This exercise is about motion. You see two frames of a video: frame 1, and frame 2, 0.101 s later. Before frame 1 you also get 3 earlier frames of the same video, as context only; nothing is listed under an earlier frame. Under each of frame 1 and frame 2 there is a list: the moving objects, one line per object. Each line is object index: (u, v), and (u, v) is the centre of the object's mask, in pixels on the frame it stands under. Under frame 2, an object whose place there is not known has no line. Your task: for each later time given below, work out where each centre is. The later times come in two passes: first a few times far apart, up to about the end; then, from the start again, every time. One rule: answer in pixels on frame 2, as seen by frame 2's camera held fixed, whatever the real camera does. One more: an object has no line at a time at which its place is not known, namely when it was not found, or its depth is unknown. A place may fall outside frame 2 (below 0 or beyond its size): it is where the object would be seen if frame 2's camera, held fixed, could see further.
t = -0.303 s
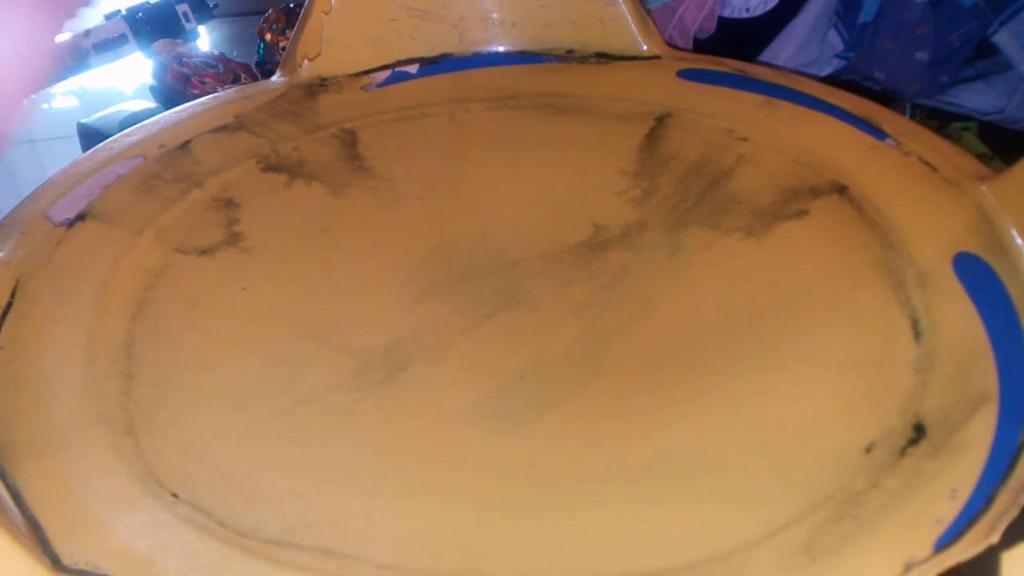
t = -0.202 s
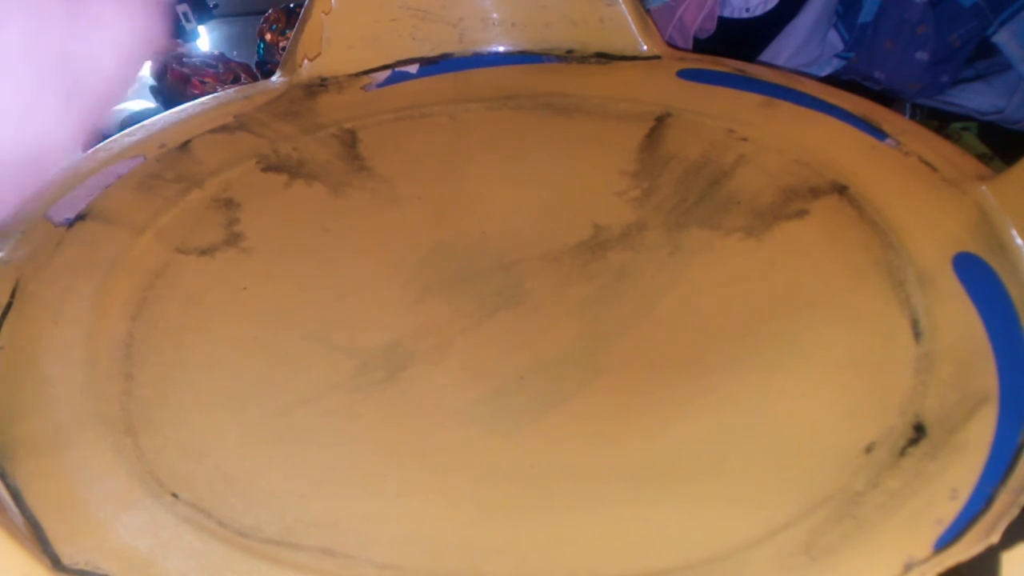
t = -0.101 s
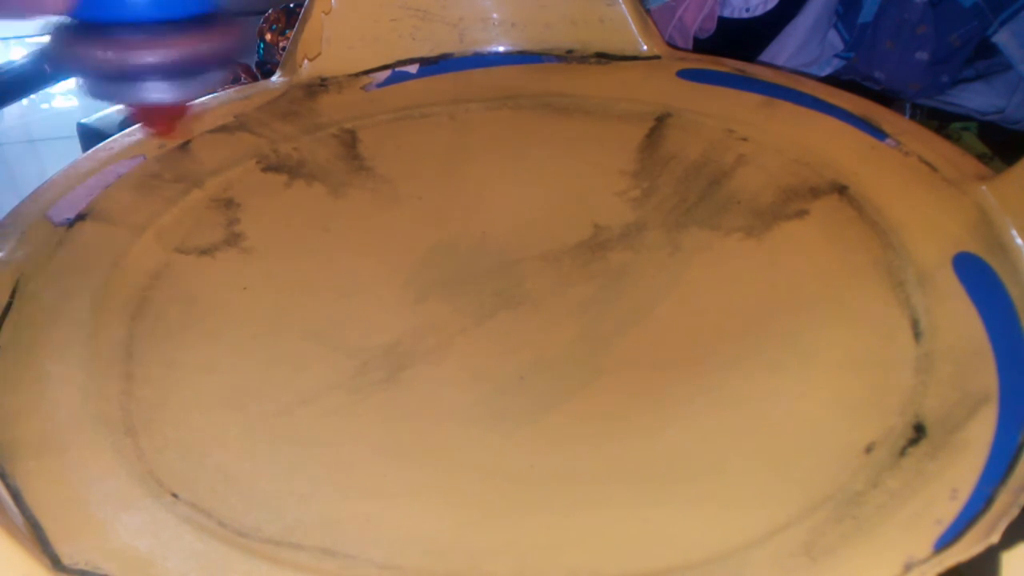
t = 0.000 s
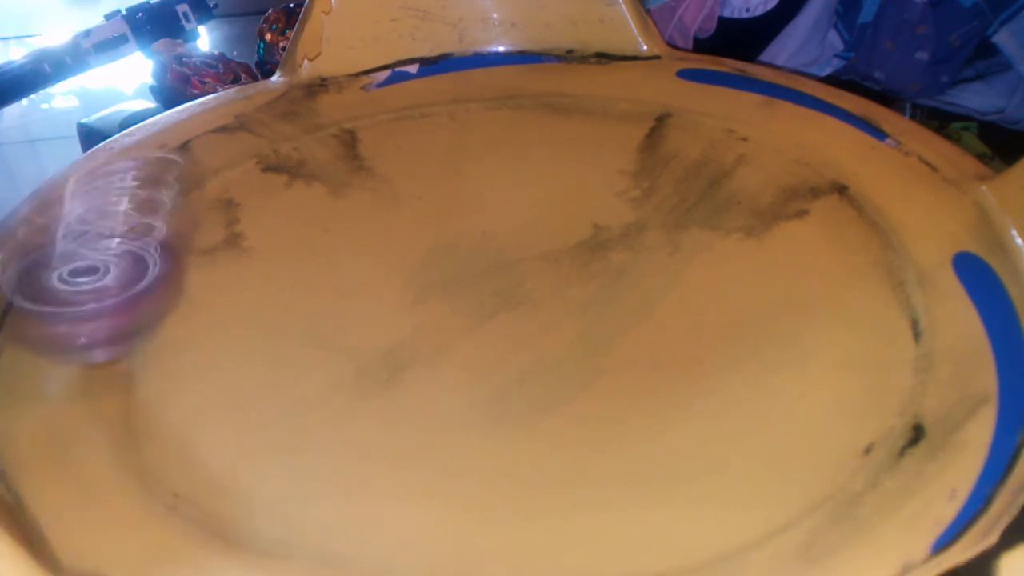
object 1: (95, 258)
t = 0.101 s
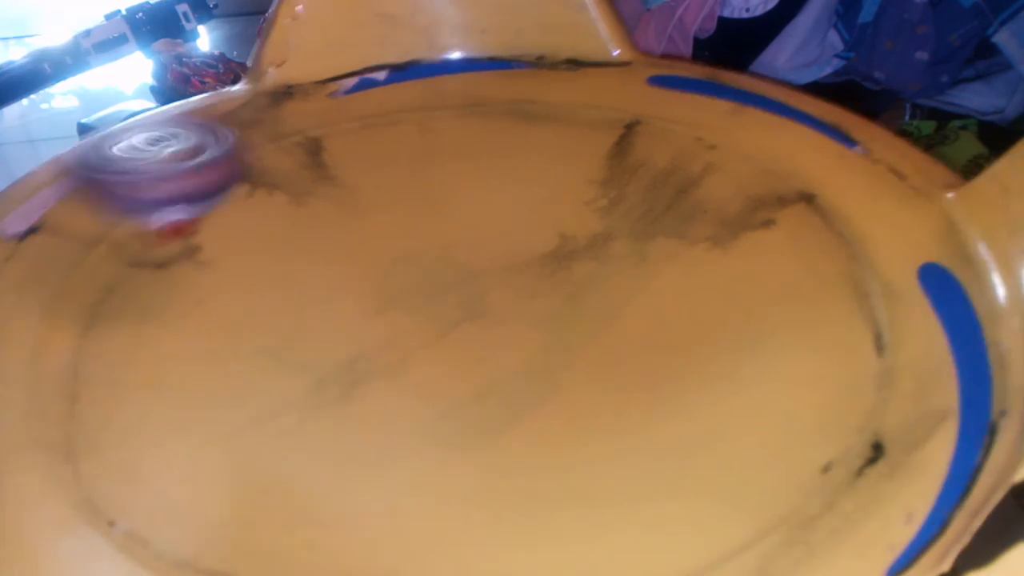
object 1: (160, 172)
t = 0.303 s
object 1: (435, 156)
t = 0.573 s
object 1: (841, 238)
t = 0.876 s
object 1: (643, 474)
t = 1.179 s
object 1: (318, 294)
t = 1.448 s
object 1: (504, 151)
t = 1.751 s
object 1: (644, 247)
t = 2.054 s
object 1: (426, 284)
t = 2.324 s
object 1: (418, 204)
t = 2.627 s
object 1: (484, 219)
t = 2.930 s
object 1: (418, 265)
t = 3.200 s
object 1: (423, 272)
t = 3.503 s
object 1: (438, 287)
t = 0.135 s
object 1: (205, 169)
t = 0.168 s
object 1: (254, 193)
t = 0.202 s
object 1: (294, 174)
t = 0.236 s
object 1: (336, 155)
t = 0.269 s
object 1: (386, 159)
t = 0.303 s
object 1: (435, 156)
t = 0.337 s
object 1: (481, 153)
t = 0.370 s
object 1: (528, 153)
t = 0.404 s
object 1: (581, 156)
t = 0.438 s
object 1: (635, 164)
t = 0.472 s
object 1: (687, 175)
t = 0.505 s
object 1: (741, 191)
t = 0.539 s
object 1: (796, 211)
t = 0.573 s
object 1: (841, 238)
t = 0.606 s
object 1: (878, 266)
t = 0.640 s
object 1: (894, 303)
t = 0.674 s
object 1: (896, 339)
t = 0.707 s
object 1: (884, 371)
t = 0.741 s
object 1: (861, 402)
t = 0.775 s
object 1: (825, 427)
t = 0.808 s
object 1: (775, 447)
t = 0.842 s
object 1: (721, 463)
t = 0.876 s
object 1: (643, 474)
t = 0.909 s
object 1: (572, 469)
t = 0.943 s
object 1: (507, 460)
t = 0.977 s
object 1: (449, 447)
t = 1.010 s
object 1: (401, 428)
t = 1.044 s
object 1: (363, 404)
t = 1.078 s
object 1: (335, 379)
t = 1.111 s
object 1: (320, 351)
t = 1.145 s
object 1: (315, 321)
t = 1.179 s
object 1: (318, 294)
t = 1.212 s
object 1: (328, 269)
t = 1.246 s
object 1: (343, 247)
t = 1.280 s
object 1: (364, 225)
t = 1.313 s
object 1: (387, 206)
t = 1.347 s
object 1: (414, 187)
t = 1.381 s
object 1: (442, 172)
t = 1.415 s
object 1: (473, 159)
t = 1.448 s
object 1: (504, 151)
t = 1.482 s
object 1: (532, 147)
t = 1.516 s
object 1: (563, 148)
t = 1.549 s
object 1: (590, 153)
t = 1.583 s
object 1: (615, 162)
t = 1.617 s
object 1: (633, 174)
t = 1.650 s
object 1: (646, 188)
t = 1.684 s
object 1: (652, 206)
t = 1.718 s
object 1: (652, 227)
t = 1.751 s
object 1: (644, 247)
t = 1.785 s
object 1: (629, 266)
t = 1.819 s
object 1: (610, 280)
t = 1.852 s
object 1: (587, 291)
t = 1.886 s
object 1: (560, 298)
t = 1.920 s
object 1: (531, 301)
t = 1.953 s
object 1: (500, 301)
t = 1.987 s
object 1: (473, 298)
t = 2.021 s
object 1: (448, 292)
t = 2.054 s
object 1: (426, 284)
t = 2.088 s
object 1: (408, 274)
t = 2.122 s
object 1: (396, 262)
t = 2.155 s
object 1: (390, 250)
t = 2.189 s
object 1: (389, 239)
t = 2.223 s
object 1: (392, 228)
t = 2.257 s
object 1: (399, 219)
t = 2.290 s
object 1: (407, 211)
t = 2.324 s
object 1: (418, 204)
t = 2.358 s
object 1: (430, 200)
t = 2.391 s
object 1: (444, 197)
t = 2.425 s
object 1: (457, 196)
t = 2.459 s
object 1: (468, 196)
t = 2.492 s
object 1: (477, 199)
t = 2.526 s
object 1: (482, 203)
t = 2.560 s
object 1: (486, 208)
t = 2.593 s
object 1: (486, 213)
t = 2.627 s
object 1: (484, 219)
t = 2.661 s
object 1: (480, 226)
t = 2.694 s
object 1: (474, 232)
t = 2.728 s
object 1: (465, 239)
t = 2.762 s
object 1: (456, 246)
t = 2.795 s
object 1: (446, 251)
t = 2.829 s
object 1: (437, 256)
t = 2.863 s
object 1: (429, 260)
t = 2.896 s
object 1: (423, 263)
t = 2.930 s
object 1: (418, 265)
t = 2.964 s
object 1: (416, 267)
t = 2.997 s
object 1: (415, 268)
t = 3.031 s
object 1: (415, 269)
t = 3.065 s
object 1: (416, 270)
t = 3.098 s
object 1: (417, 271)
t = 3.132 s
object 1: (419, 271)
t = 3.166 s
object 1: (421, 272)
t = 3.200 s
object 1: (423, 272)
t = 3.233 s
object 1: (425, 273)
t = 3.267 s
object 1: (427, 274)
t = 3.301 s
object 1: (429, 276)
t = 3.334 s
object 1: (430, 277)
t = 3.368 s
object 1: (432, 279)
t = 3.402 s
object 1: (434, 280)
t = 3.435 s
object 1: (435, 282)
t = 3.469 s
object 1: (437, 283)
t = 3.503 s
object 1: (438, 287)
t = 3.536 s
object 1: (443, 283)
